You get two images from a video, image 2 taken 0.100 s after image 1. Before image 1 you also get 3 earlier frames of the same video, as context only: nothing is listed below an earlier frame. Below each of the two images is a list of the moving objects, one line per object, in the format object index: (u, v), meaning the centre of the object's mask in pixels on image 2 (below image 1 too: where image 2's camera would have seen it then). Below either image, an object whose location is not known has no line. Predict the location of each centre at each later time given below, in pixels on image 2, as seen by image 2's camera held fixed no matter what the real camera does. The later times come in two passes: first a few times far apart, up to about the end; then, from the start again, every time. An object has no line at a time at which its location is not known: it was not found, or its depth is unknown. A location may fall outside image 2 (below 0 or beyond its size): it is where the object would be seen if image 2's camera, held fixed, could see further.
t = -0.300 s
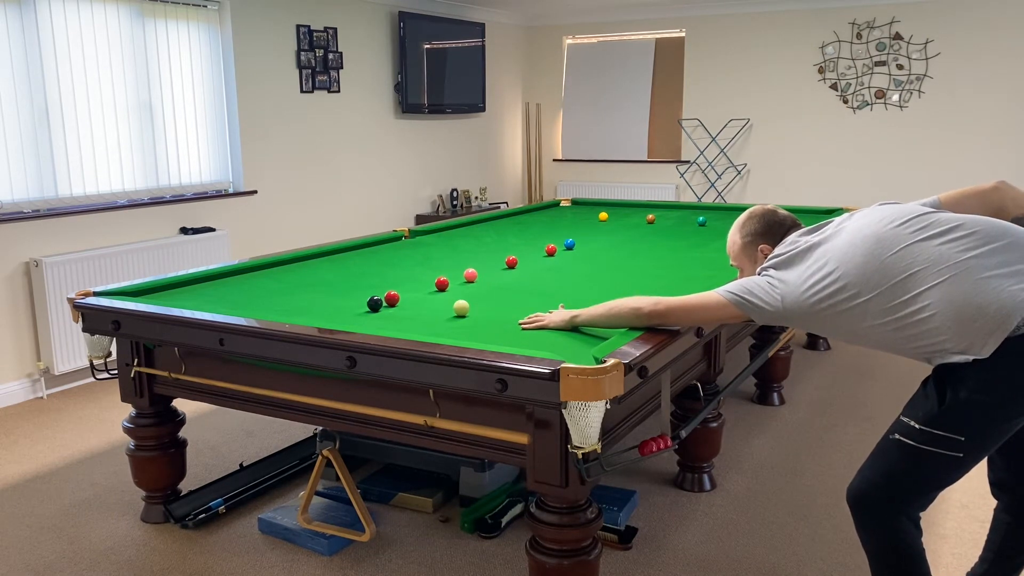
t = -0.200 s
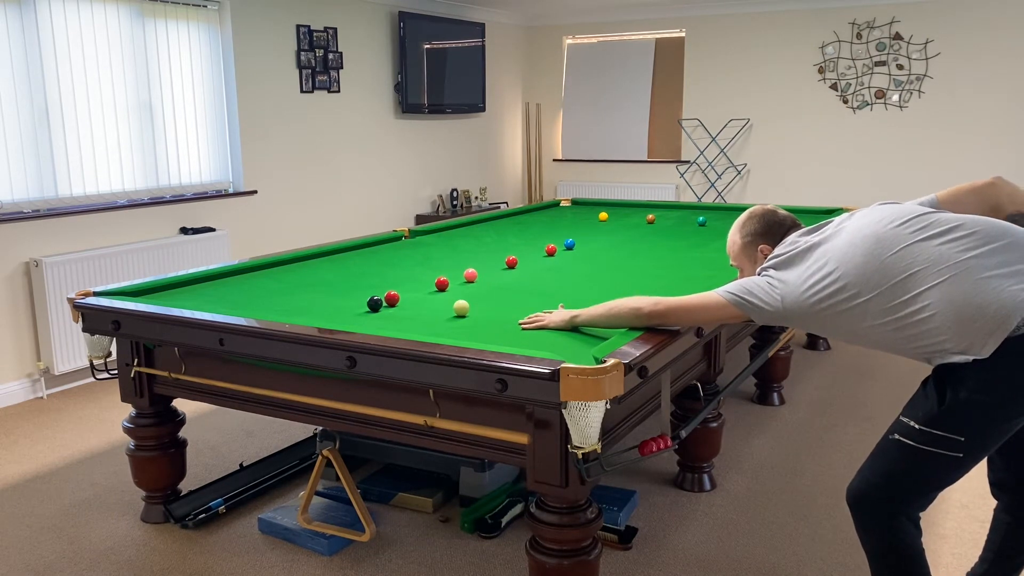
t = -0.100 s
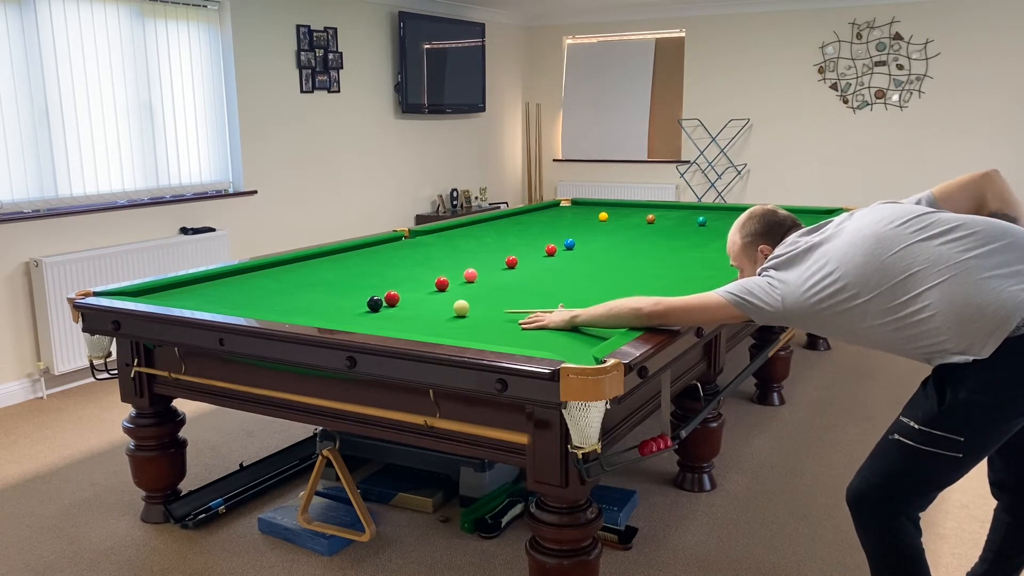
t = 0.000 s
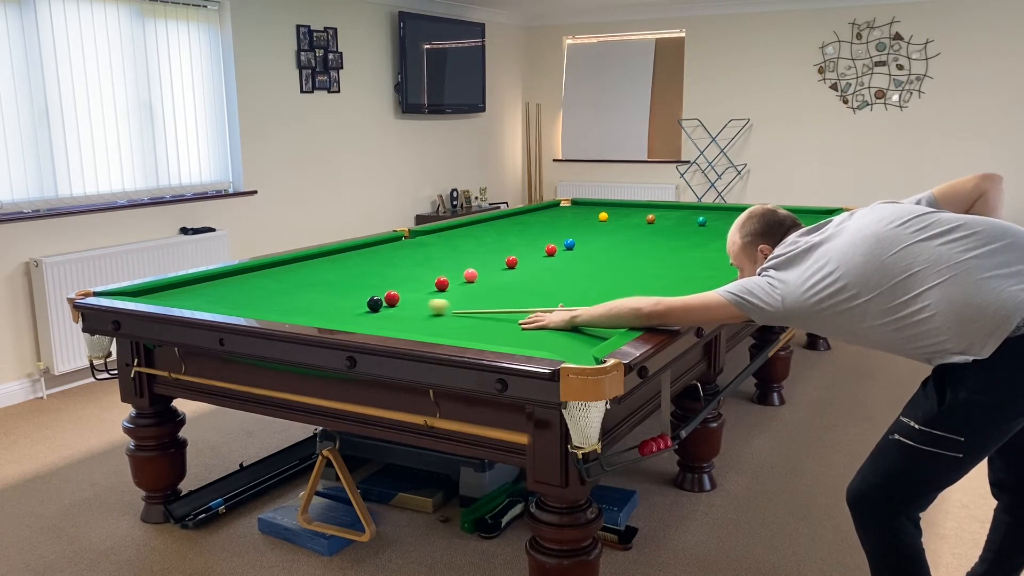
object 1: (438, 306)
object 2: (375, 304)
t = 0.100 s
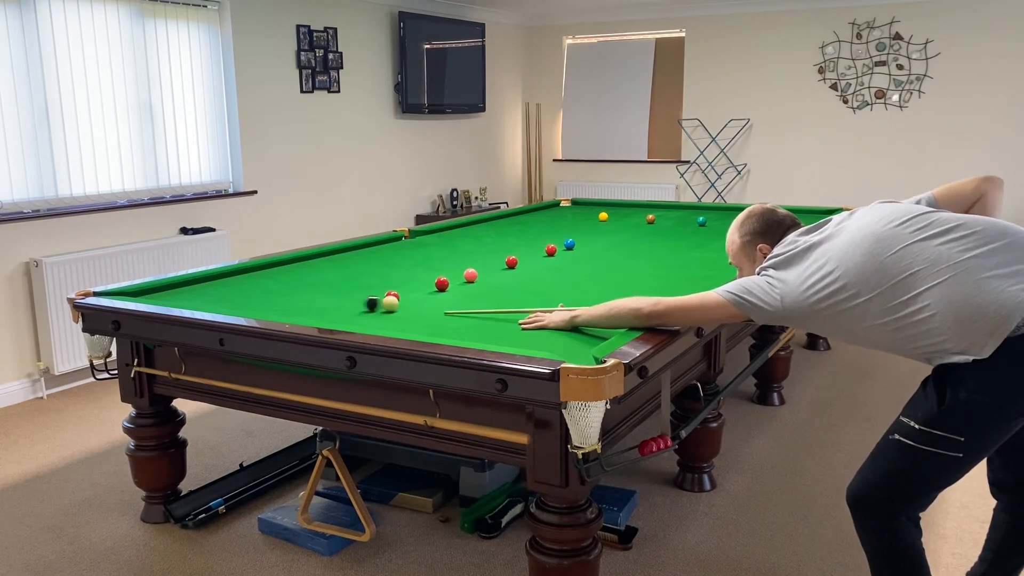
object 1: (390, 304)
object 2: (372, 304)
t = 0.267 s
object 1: (398, 302)
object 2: (302, 302)
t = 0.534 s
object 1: (412, 301)
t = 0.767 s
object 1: (421, 300)
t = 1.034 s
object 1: (431, 299)
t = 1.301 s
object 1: (438, 298)
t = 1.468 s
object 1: (441, 298)
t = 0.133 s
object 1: (391, 303)
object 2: (357, 303)
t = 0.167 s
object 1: (393, 303)
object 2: (342, 303)
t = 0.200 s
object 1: (395, 303)
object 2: (328, 302)
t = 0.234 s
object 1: (396, 303)
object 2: (315, 302)
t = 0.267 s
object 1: (398, 302)
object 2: (302, 302)
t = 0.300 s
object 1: (400, 302)
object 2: (290, 302)
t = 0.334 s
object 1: (402, 302)
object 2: (278, 301)
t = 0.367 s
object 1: (404, 302)
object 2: (267, 301)
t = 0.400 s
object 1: (405, 302)
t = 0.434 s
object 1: (407, 301)
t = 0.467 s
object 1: (409, 301)
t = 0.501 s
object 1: (410, 301)
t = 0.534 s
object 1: (412, 301)
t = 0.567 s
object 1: (413, 301)
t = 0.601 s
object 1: (415, 301)
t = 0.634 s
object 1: (416, 300)
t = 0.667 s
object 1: (418, 300)
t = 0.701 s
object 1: (419, 300)
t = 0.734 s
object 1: (420, 300)
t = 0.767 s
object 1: (421, 300)
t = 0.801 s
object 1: (423, 300)
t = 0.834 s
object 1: (424, 299)
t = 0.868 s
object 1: (425, 299)
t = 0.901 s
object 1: (426, 299)
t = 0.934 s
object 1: (428, 299)
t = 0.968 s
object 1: (429, 299)
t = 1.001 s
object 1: (430, 299)
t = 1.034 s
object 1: (431, 299)
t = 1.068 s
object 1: (432, 299)
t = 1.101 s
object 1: (433, 298)
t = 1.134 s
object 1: (434, 298)
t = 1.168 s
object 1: (435, 298)
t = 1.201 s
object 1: (436, 298)
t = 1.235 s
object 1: (436, 298)
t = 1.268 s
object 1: (437, 298)
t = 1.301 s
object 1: (438, 298)
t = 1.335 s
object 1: (439, 298)
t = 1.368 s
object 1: (440, 298)
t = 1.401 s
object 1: (440, 298)
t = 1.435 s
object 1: (441, 298)
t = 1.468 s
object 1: (441, 298)
